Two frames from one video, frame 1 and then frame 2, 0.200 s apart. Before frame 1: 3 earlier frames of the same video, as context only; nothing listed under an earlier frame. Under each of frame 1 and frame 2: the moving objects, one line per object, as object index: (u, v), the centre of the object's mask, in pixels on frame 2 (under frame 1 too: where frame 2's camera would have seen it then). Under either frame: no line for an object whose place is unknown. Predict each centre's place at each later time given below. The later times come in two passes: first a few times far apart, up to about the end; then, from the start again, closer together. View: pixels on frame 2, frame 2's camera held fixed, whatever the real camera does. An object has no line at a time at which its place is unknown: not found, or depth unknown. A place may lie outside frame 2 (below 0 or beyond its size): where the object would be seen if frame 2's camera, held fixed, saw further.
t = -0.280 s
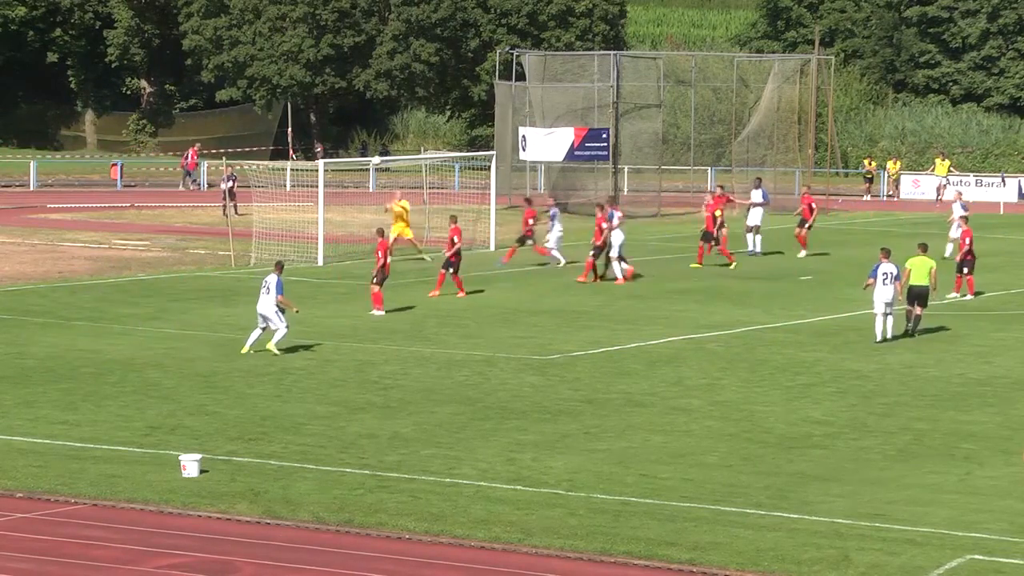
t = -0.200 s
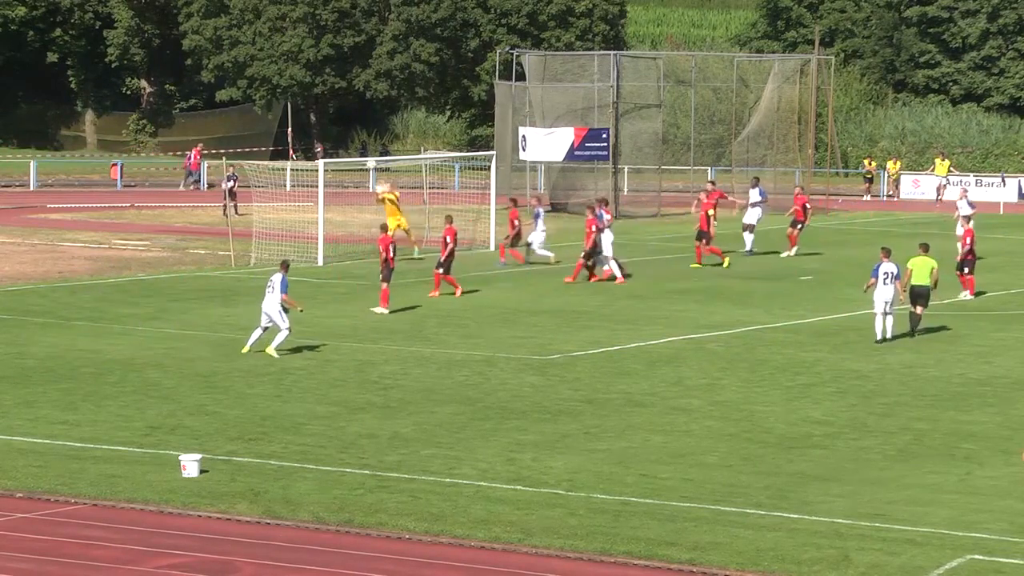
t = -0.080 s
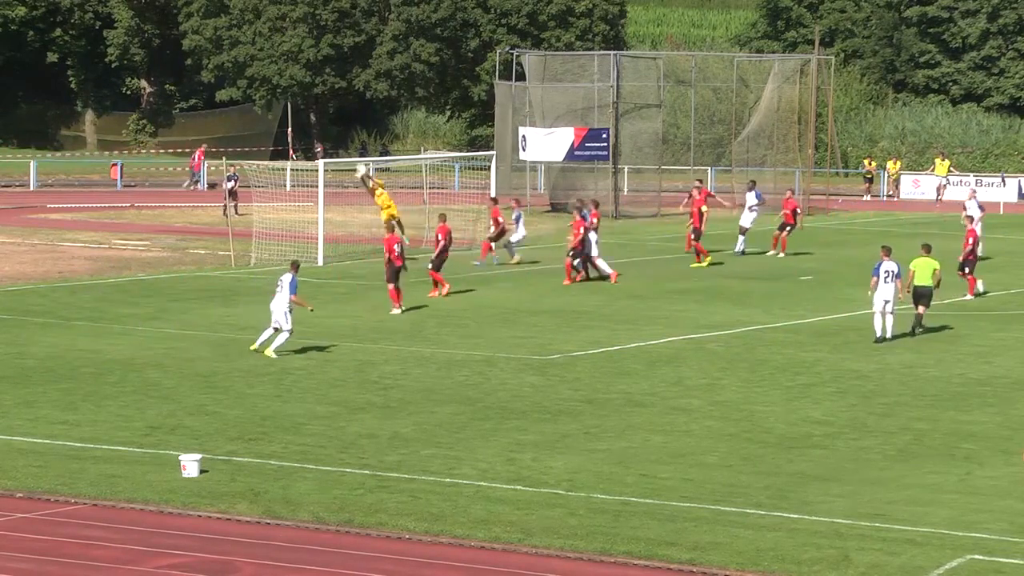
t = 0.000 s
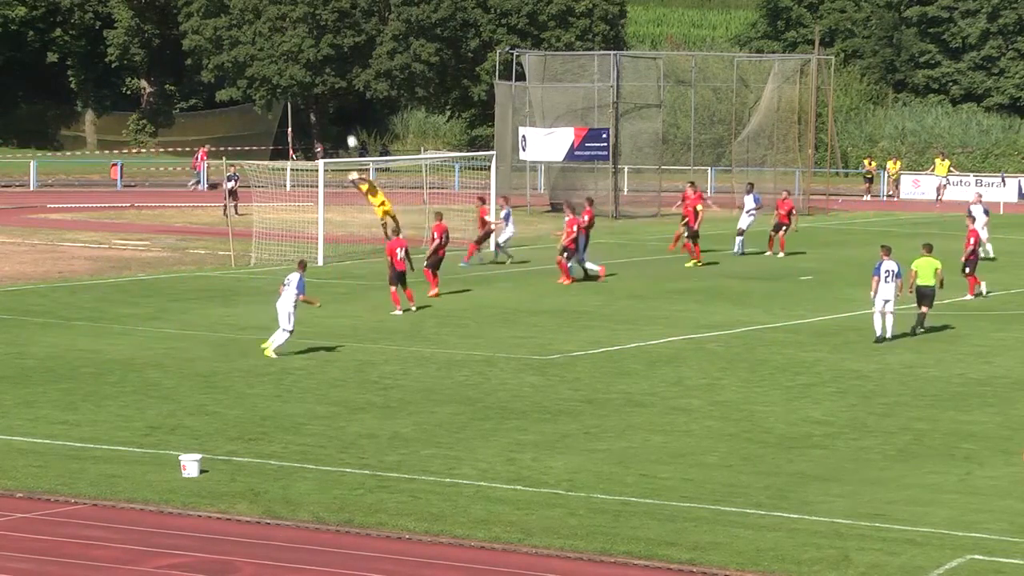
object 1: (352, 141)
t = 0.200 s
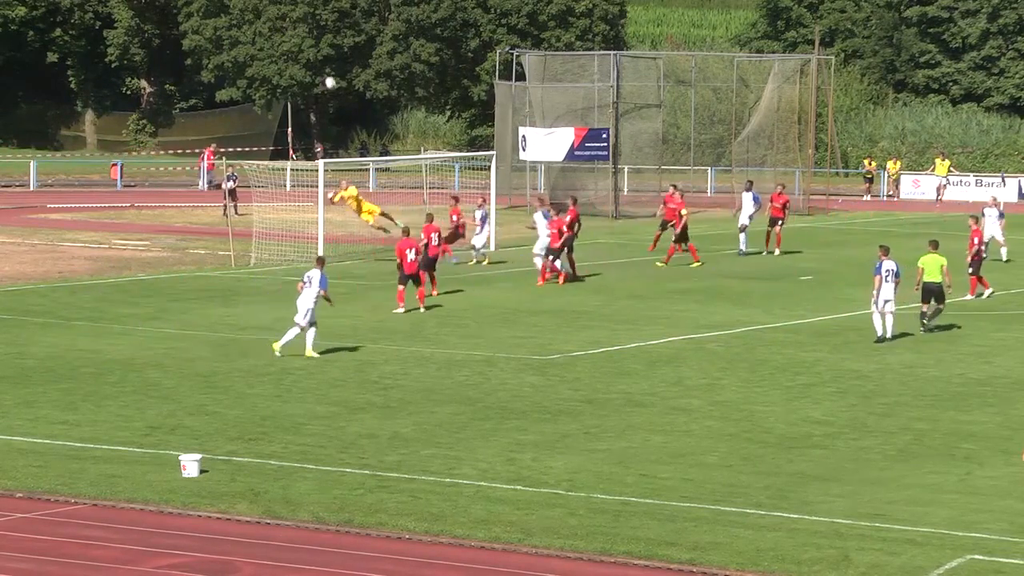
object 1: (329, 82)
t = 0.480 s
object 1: (301, 27)
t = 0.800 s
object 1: (273, 5)
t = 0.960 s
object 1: (260, 12)
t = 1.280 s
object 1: (235, 68)
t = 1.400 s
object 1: (227, 103)
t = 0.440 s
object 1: (306, 33)
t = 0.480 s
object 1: (301, 27)
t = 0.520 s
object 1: (298, 21)
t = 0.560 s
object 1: (294, 17)
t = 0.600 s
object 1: (290, 13)
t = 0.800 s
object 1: (273, 5)
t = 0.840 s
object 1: (269, 6)
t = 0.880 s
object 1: (266, 7)
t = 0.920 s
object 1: (263, 10)
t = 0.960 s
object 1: (260, 12)
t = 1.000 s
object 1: (256, 17)
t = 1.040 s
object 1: (253, 21)
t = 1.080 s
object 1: (250, 27)
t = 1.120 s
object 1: (247, 33)
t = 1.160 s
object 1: (244, 40)
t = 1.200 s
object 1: (241, 48)
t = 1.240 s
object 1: (238, 58)
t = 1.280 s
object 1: (235, 68)
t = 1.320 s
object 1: (232, 78)
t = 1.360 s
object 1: (230, 90)
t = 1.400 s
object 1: (227, 103)
